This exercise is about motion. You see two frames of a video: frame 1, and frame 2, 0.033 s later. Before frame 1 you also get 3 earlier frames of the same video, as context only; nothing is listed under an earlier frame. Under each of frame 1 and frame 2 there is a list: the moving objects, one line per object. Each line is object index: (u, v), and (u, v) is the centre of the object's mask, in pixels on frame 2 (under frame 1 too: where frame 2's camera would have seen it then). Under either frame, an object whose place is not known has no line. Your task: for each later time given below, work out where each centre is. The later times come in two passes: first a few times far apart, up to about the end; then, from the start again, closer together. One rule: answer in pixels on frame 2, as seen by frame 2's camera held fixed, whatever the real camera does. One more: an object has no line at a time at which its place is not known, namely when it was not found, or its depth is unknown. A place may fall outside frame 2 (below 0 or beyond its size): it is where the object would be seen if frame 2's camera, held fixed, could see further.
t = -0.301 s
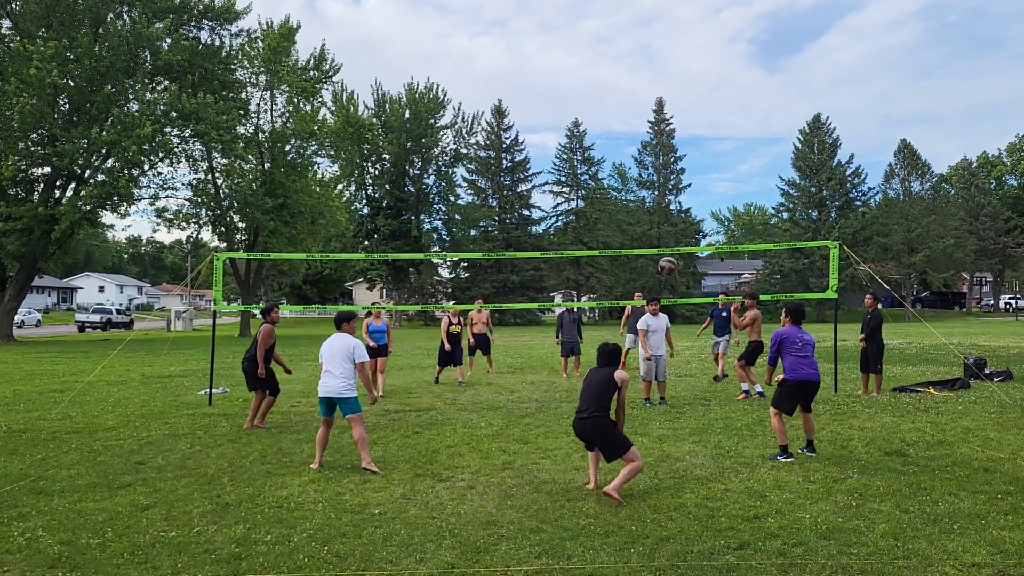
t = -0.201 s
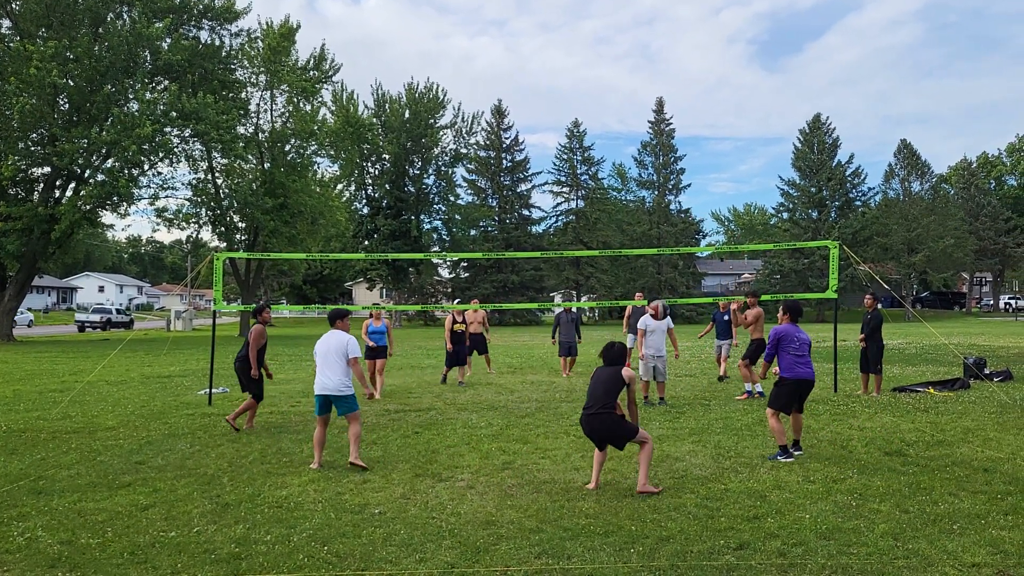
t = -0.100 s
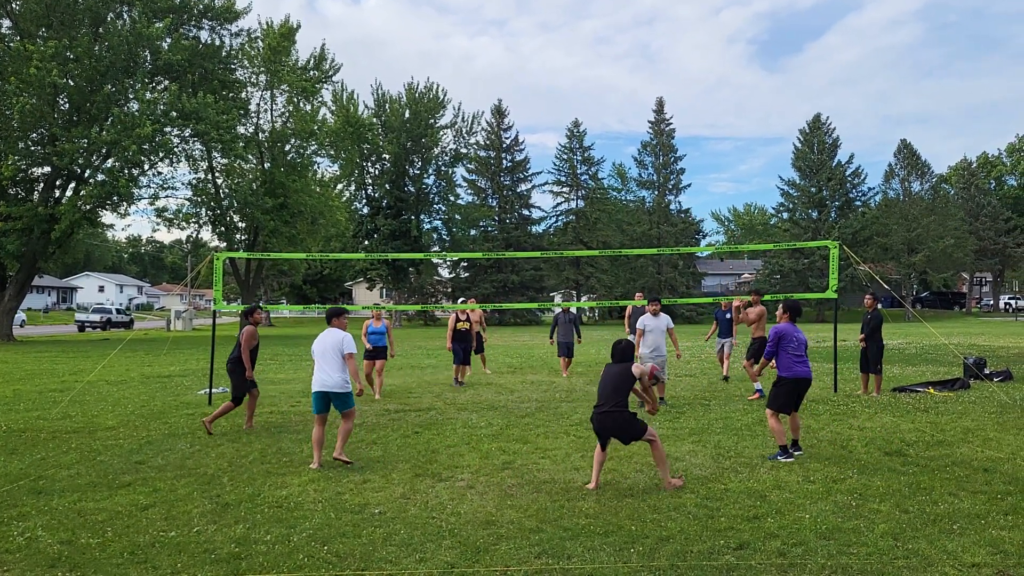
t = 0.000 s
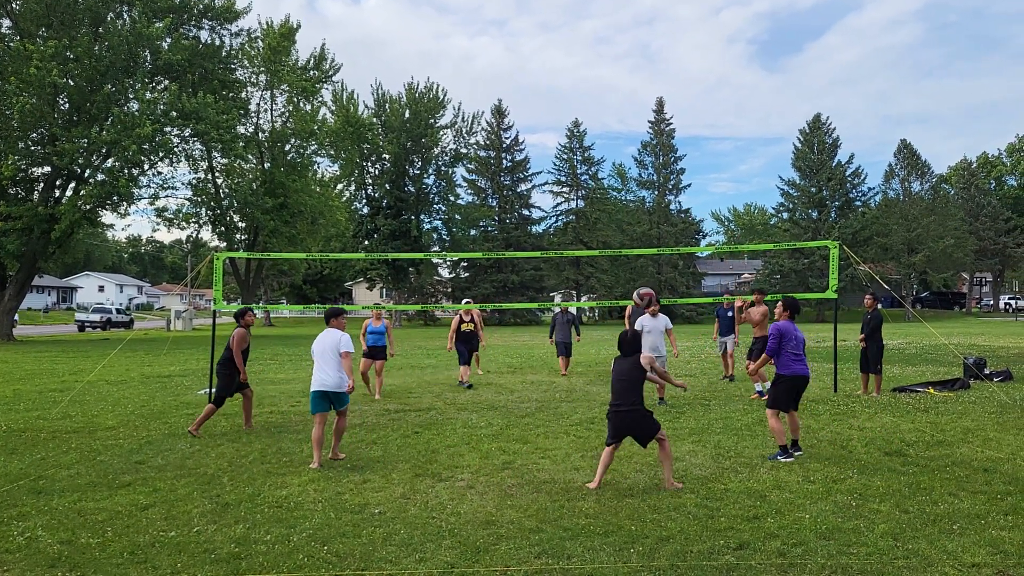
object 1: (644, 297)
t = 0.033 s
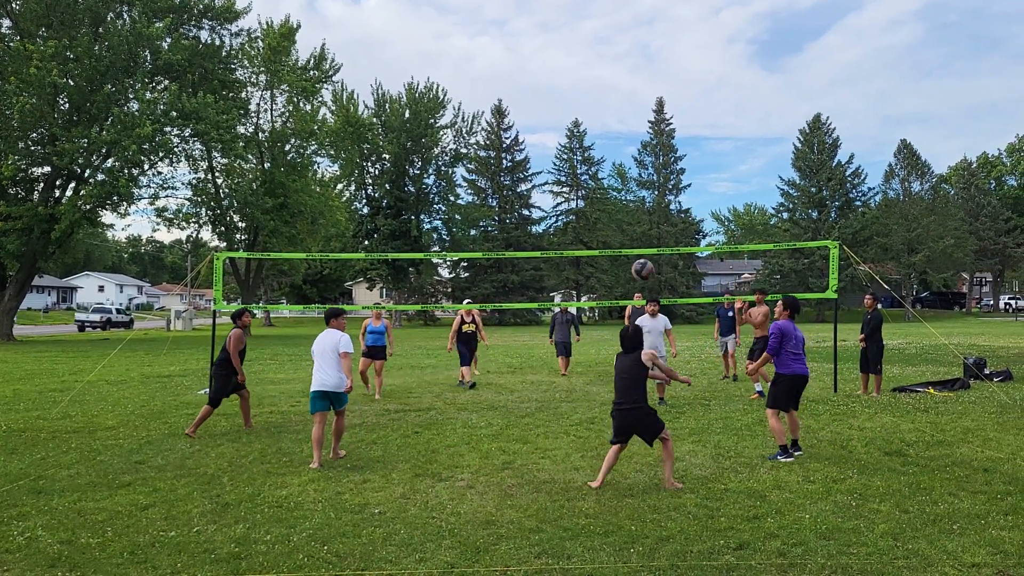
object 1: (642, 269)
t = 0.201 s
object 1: (635, 156)
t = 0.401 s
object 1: (625, 73)
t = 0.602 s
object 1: (616, 33)
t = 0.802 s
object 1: (607, 29)
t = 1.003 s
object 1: (598, 55)
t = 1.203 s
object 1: (590, 107)
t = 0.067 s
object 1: (641, 241)
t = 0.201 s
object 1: (635, 156)
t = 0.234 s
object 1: (633, 138)
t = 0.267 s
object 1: (632, 123)
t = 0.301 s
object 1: (630, 108)
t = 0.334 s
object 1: (628, 95)
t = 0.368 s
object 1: (626, 83)
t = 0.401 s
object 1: (625, 73)
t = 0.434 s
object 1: (624, 63)
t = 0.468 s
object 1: (622, 55)
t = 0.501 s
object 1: (621, 48)
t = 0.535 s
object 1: (619, 42)
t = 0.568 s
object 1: (618, 37)
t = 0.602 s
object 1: (616, 33)
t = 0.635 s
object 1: (614, 29)
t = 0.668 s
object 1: (613, 28)
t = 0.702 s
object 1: (611, 27)
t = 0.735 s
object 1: (610, 27)
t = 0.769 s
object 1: (608, 27)
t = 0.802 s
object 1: (607, 29)
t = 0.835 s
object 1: (605, 31)
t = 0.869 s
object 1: (604, 35)
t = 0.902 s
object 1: (602, 39)
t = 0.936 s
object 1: (601, 44)
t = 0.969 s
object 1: (599, 49)
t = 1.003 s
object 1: (598, 55)
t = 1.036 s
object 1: (596, 63)
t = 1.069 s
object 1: (595, 70)
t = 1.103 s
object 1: (594, 79)
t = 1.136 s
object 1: (593, 88)
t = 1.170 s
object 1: (591, 98)
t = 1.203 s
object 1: (590, 107)
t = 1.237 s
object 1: (589, 118)
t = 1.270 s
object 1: (588, 130)
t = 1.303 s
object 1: (586, 142)
